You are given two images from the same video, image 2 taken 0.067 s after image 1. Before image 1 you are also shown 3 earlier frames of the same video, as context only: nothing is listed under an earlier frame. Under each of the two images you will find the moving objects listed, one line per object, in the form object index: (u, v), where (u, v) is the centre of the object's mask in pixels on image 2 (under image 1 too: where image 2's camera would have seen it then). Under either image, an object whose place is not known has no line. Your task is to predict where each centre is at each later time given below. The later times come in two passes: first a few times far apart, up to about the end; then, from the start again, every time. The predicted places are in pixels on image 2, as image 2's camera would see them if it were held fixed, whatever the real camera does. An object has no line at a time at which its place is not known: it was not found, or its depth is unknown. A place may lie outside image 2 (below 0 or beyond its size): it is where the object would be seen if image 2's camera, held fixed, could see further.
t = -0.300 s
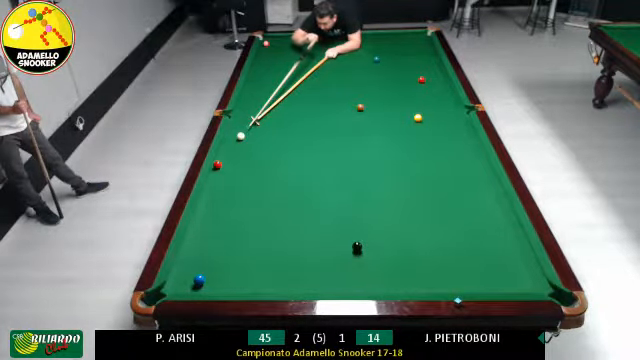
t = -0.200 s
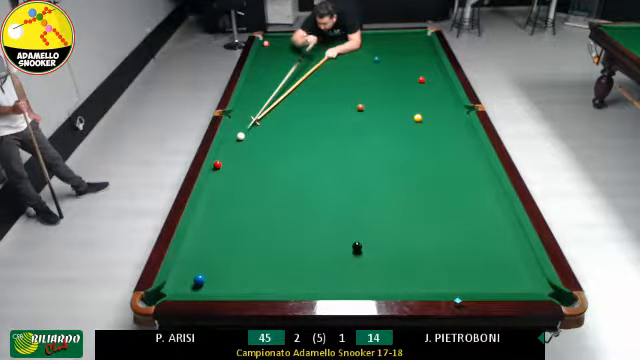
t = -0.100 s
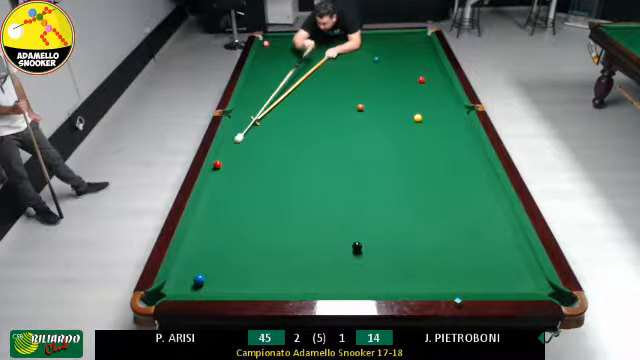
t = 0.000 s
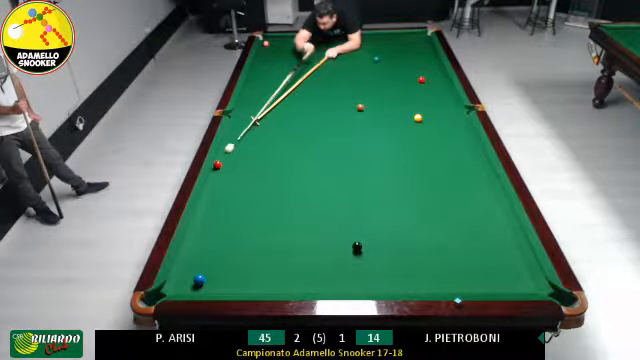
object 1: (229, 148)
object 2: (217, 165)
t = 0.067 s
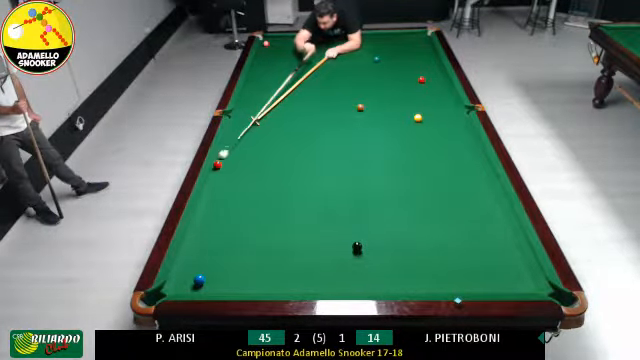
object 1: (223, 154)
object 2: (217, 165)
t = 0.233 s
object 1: (219, 161)
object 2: (216, 171)
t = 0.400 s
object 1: (225, 163)
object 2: (213, 182)
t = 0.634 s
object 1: (231, 166)
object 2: (210, 193)
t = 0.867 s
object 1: (237, 168)
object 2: (206, 206)
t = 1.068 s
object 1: (242, 170)
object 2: (204, 216)
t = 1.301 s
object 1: (246, 172)
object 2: (200, 230)
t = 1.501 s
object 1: (250, 173)
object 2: (197, 240)
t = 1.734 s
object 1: (254, 175)
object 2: (194, 253)
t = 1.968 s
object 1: (257, 176)
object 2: (191, 264)
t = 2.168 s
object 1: (260, 177)
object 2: (187, 277)
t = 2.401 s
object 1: (262, 178)
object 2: (184, 286)
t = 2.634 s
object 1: (263, 178)
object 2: (186, 283)
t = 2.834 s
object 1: (263, 178)
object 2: (188, 275)
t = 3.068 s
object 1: (264, 178)
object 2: (191, 269)
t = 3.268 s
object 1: (264, 178)
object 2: (193, 265)
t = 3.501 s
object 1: (264, 178)
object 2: (194, 261)
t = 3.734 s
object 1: (264, 179)
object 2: (196, 258)
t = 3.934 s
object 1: (264, 179)
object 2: (196, 257)
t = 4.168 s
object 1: (264, 179)
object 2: (197, 254)
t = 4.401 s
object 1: (264, 178)
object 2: (197, 254)
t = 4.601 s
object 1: (264, 178)
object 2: (197, 254)
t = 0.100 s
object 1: (221, 156)
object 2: (217, 165)
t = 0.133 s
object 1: (219, 158)
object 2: (217, 165)
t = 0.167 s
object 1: (218, 159)
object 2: (216, 167)
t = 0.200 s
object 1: (218, 159)
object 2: (216, 168)
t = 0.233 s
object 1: (219, 161)
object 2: (216, 171)
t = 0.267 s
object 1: (220, 161)
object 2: (215, 173)
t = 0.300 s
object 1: (222, 161)
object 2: (214, 176)
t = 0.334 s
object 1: (223, 161)
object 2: (213, 178)
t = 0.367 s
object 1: (224, 162)
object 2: (213, 180)
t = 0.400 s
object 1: (225, 163)
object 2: (213, 182)
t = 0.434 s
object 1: (226, 163)
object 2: (212, 183)
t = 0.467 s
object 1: (227, 164)
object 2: (212, 185)
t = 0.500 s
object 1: (228, 164)
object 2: (211, 187)
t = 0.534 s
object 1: (229, 165)
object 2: (211, 188)
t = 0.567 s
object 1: (229, 165)
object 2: (211, 190)
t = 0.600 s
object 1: (231, 166)
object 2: (210, 192)
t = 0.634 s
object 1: (231, 166)
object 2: (210, 193)
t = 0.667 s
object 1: (232, 166)
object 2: (209, 195)
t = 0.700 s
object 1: (233, 166)
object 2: (208, 197)
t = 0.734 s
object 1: (234, 167)
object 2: (208, 199)
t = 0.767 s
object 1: (235, 167)
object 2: (208, 200)
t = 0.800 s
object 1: (235, 168)
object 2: (207, 202)
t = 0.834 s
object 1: (236, 168)
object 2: (207, 205)
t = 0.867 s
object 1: (237, 168)
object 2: (206, 206)
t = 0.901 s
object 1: (238, 169)
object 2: (206, 208)
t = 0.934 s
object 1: (238, 169)
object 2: (205, 209)
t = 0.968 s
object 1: (238, 169)
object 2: (205, 211)
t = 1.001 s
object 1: (240, 170)
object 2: (204, 213)
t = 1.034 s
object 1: (240, 170)
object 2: (204, 215)
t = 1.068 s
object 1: (242, 170)
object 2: (204, 216)
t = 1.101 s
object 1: (242, 170)
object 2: (203, 218)
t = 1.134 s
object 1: (243, 171)
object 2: (202, 220)
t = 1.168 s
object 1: (243, 171)
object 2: (202, 222)
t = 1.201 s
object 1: (244, 171)
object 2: (201, 224)
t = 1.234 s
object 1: (245, 172)
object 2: (201, 226)
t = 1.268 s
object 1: (246, 172)
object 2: (201, 228)
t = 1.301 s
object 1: (246, 172)
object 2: (200, 230)
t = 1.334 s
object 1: (246, 172)
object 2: (199, 231)
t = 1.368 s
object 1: (248, 172)
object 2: (199, 233)
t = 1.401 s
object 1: (248, 173)
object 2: (199, 234)
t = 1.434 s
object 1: (249, 173)
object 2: (198, 237)
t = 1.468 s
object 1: (250, 173)
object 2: (198, 238)
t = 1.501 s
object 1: (250, 173)
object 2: (197, 240)
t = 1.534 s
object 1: (251, 174)
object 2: (197, 242)
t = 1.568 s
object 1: (251, 174)
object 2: (196, 244)
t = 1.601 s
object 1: (252, 174)
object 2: (196, 246)
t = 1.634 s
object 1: (252, 174)
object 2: (196, 248)
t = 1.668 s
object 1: (253, 175)
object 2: (196, 249)
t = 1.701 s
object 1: (253, 175)
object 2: (195, 251)
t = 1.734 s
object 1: (254, 175)
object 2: (194, 253)
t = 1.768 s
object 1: (254, 175)
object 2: (193, 255)
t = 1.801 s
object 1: (255, 175)
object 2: (193, 257)
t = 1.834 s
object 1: (255, 175)
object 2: (192, 259)
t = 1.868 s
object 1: (256, 176)
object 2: (192, 260)
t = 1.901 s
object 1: (256, 176)
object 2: (191, 262)
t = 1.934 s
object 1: (257, 176)
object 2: (191, 263)
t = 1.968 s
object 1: (257, 176)
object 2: (191, 264)
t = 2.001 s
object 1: (257, 177)
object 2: (190, 268)
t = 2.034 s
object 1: (258, 177)
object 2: (188, 270)
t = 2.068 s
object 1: (258, 177)
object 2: (188, 272)
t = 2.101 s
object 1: (258, 177)
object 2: (187, 274)
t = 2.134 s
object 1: (259, 177)
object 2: (187, 276)
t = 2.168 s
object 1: (260, 177)
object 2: (187, 277)
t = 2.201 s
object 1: (260, 177)
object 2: (187, 279)
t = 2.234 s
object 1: (260, 177)
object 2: (186, 281)
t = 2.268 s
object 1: (260, 178)
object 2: (186, 282)
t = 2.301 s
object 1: (261, 178)
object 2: (185, 284)
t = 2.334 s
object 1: (261, 178)
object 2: (185, 285)
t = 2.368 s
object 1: (261, 178)
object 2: (185, 286)
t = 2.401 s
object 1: (262, 178)
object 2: (184, 286)
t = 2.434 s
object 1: (262, 178)
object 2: (184, 286)
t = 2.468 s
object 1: (262, 178)
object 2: (185, 286)
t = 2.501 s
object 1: (262, 178)
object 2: (185, 285)
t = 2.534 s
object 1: (262, 178)
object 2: (186, 285)
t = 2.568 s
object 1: (263, 178)
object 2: (186, 284)
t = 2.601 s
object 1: (263, 178)
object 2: (186, 284)
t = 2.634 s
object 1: (263, 178)
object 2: (186, 283)
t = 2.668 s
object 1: (263, 178)
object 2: (186, 283)
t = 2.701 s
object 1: (263, 178)
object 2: (187, 280)
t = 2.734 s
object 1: (263, 178)
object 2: (187, 280)
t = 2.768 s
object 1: (264, 178)
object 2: (188, 277)
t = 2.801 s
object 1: (264, 178)
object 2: (188, 275)
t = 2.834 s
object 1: (263, 178)
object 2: (188, 275)
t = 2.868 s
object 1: (264, 178)
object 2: (189, 274)
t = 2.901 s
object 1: (264, 178)
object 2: (189, 273)
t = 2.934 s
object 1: (264, 178)
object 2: (190, 272)
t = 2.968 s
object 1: (264, 178)
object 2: (190, 272)
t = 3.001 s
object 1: (264, 178)
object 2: (190, 271)
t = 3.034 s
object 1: (264, 179)
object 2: (191, 270)
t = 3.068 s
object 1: (264, 178)
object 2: (191, 269)
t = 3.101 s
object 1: (264, 178)
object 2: (191, 269)
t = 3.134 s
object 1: (264, 178)
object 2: (191, 268)
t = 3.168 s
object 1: (264, 178)
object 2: (191, 268)
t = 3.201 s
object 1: (264, 178)
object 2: (193, 265)
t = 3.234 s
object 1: (264, 178)
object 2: (193, 265)
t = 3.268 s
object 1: (264, 178)
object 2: (193, 265)
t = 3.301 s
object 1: (264, 178)
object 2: (193, 264)
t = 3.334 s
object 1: (264, 178)
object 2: (193, 264)
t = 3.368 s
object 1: (264, 178)
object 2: (194, 263)
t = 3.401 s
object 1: (264, 178)
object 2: (194, 263)
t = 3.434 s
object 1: (264, 178)
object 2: (194, 263)
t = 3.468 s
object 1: (264, 178)
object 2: (194, 261)
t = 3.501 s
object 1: (264, 178)
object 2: (194, 261)
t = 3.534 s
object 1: (264, 178)
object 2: (194, 261)
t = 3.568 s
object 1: (264, 178)
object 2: (194, 261)
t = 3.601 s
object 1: (264, 179)
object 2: (195, 259)
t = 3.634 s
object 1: (264, 179)
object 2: (195, 259)
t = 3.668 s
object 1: (264, 179)
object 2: (195, 259)
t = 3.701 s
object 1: (264, 179)
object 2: (195, 258)
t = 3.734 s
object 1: (264, 179)
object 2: (196, 258)
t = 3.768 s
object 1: (264, 179)
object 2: (196, 258)
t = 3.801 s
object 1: (264, 179)
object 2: (196, 258)
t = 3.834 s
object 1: (264, 179)
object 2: (196, 258)
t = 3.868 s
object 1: (264, 179)
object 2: (196, 257)
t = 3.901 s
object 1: (264, 179)
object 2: (196, 257)
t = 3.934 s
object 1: (264, 179)
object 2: (196, 257)
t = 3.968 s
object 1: (264, 179)
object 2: (196, 257)
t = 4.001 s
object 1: (264, 179)
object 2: (196, 256)
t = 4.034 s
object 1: (264, 179)
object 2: (196, 257)
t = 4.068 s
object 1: (264, 179)
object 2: (196, 256)
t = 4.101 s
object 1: (264, 179)
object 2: (196, 256)
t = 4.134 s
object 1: (264, 179)
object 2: (197, 254)
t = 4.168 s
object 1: (264, 179)
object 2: (197, 254)
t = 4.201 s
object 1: (264, 179)
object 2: (197, 254)
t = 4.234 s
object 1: (264, 179)
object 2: (197, 254)
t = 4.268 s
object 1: (264, 178)
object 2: (197, 254)
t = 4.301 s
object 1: (264, 179)
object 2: (197, 254)
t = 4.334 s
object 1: (264, 178)
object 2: (197, 254)
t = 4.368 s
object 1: (264, 178)
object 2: (197, 254)
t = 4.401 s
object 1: (264, 178)
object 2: (197, 254)
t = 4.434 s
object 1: (264, 178)
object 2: (197, 254)
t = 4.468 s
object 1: (264, 178)
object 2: (197, 254)
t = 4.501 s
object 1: (264, 178)
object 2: (197, 254)
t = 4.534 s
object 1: (264, 178)
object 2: (197, 254)
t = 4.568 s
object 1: (264, 178)
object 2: (197, 254)
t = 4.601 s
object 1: (264, 178)
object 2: (197, 254)
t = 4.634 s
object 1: (264, 178)
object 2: (197, 254)
